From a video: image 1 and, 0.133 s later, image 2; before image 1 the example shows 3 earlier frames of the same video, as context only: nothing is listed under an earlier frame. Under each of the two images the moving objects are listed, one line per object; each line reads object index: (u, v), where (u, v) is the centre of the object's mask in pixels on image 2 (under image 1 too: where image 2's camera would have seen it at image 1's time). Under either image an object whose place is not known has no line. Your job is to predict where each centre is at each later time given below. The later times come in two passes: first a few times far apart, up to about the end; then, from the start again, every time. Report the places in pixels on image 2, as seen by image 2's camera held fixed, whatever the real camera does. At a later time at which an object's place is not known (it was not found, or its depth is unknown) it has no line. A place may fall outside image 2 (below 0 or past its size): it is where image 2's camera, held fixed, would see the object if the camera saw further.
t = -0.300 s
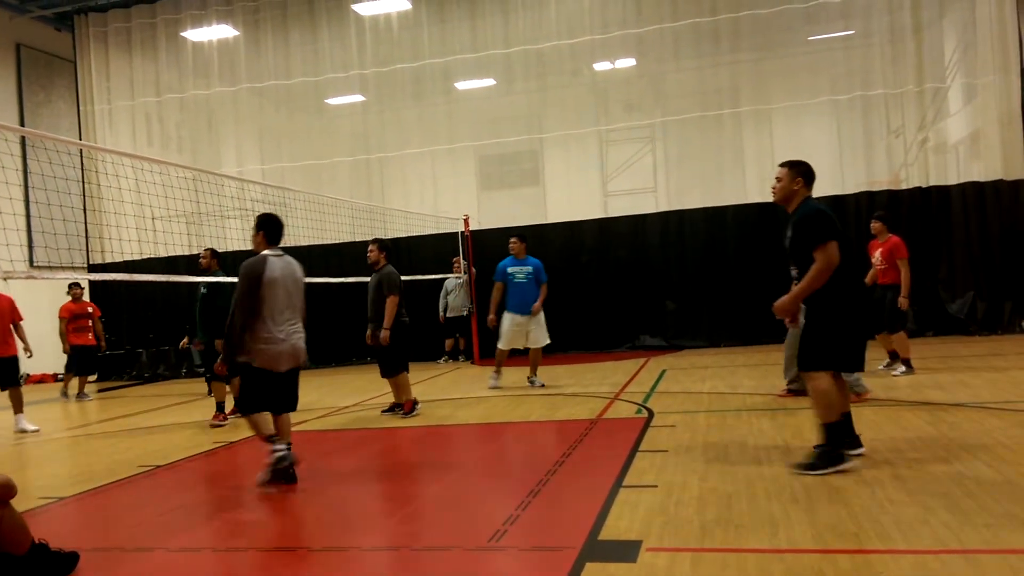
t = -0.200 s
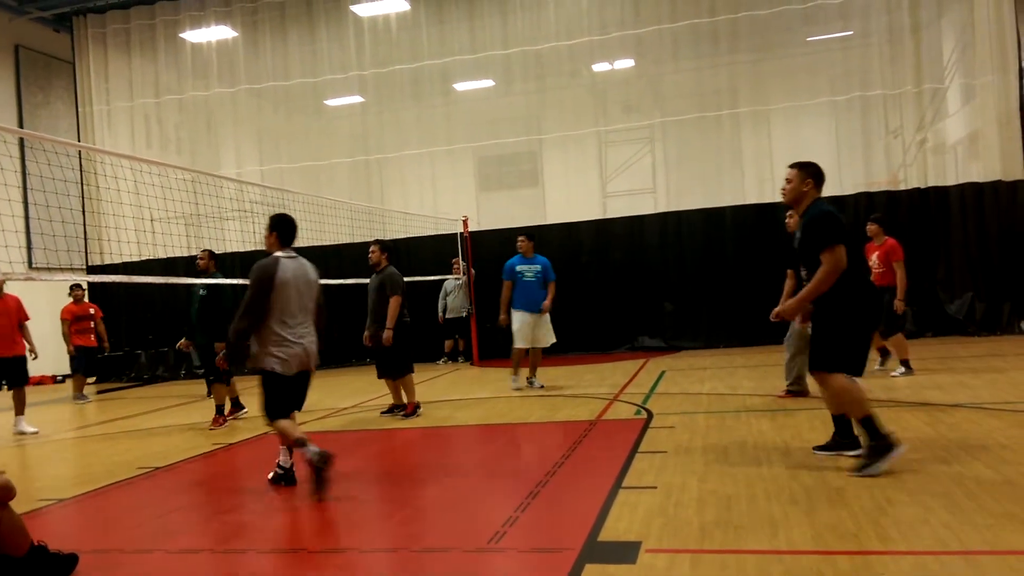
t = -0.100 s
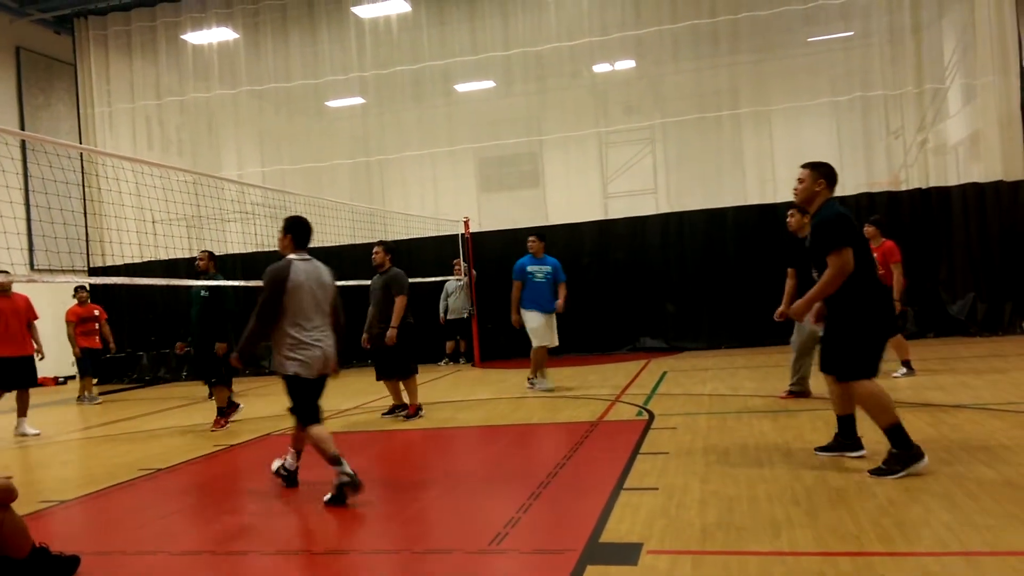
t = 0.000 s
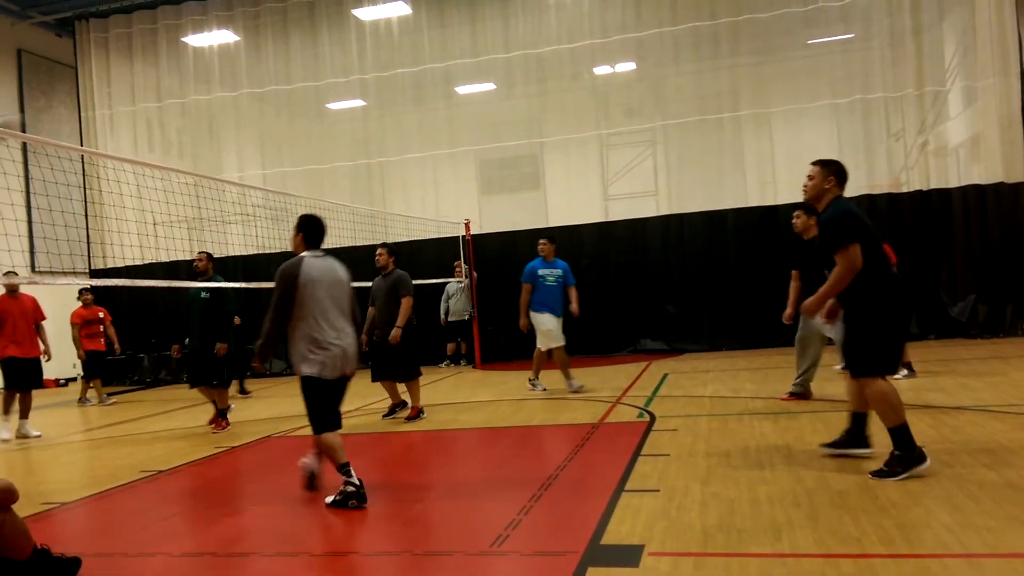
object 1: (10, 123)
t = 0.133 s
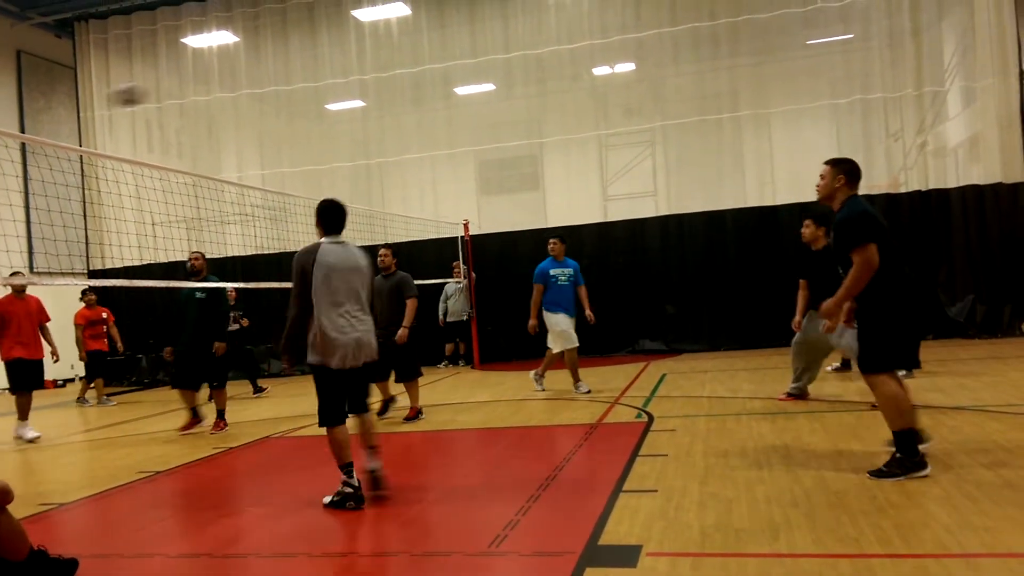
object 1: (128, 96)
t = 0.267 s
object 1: (245, 84)
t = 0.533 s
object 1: (447, 121)
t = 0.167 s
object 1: (159, 90)
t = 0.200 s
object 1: (188, 86)
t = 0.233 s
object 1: (216, 84)
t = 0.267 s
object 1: (245, 84)
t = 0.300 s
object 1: (273, 85)
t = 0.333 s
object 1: (300, 88)
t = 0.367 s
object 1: (326, 90)
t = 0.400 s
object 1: (353, 93)
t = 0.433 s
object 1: (377, 99)
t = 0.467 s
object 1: (400, 106)
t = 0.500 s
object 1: (426, 114)
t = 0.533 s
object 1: (447, 121)
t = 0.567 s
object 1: (470, 130)
